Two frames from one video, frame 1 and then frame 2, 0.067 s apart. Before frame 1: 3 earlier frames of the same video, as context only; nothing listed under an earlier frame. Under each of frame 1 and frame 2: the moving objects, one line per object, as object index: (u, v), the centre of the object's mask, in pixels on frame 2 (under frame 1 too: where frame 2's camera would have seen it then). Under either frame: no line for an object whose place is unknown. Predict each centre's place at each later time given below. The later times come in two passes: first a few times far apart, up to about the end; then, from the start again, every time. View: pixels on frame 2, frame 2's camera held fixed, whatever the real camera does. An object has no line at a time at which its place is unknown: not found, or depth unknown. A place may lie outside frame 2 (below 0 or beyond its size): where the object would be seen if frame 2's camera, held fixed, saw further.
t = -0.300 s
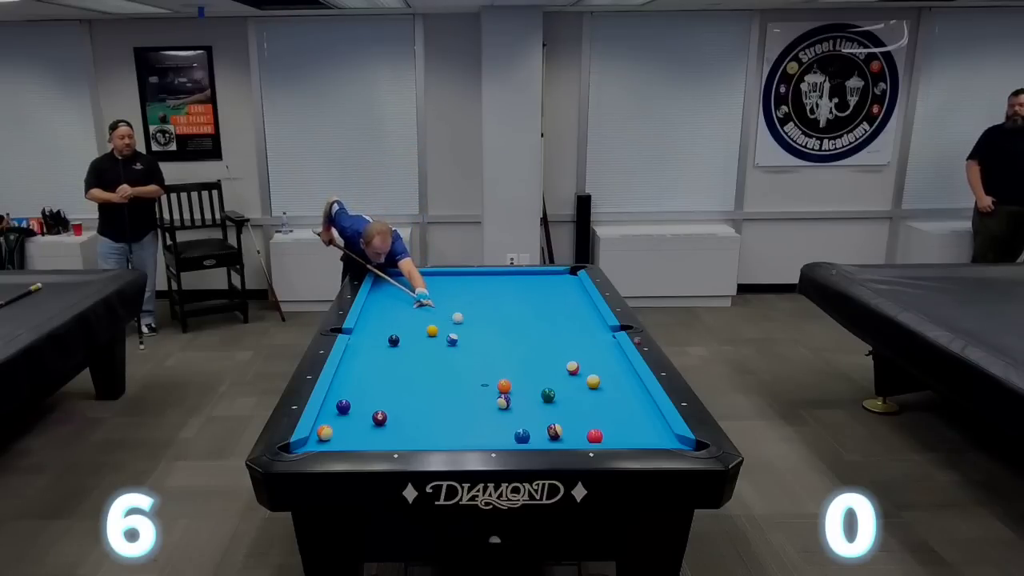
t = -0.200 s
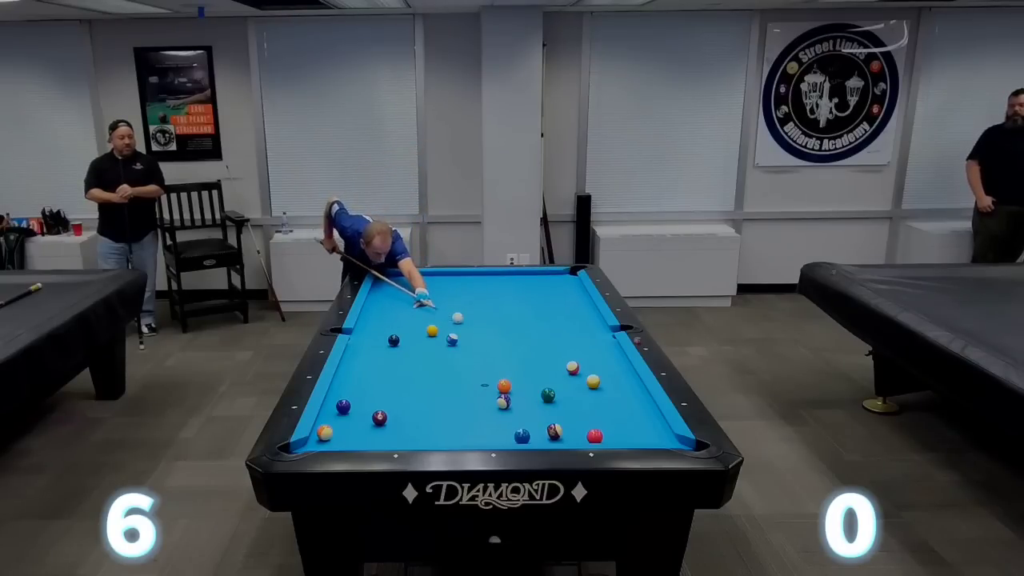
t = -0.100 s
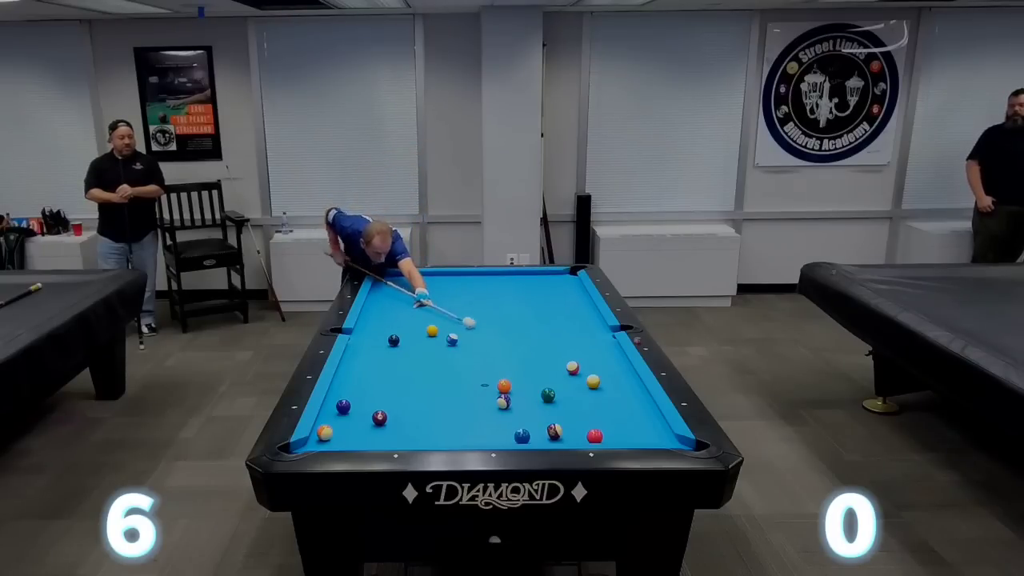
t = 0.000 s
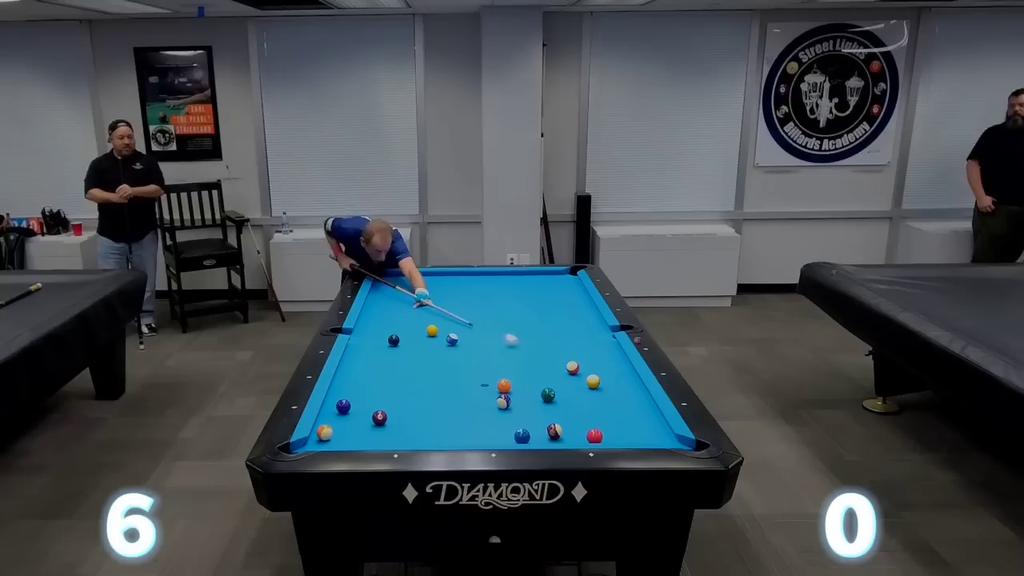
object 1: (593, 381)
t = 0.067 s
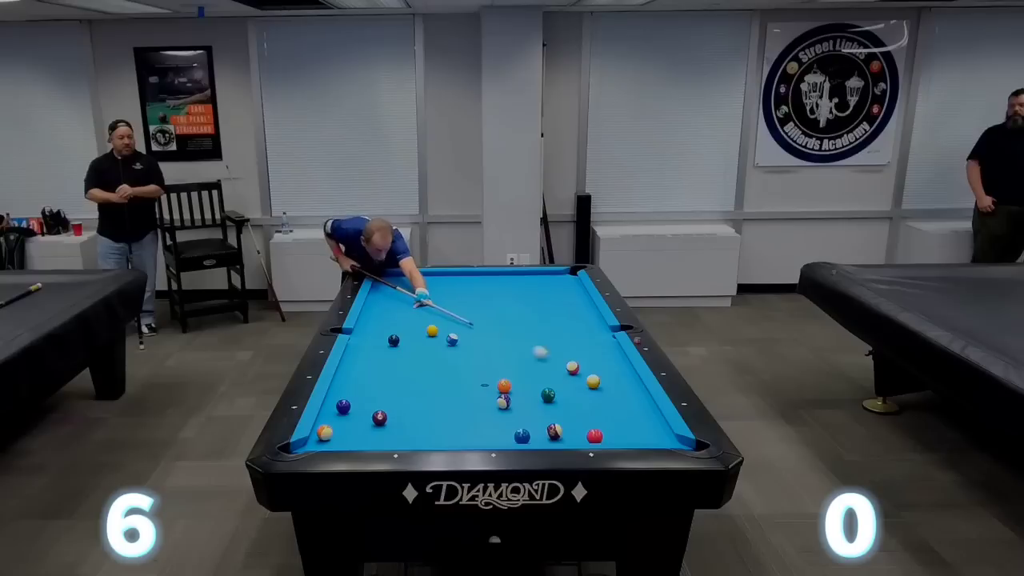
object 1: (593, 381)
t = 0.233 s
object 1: (610, 397)
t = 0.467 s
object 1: (674, 439)
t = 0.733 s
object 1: (667, 439)
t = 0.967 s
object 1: (668, 436)
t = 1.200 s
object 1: (661, 433)
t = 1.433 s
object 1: (656, 431)
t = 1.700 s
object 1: (652, 429)
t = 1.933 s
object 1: (648, 428)
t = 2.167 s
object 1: (646, 428)
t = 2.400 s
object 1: (646, 427)
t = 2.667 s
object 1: (646, 427)
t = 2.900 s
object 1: (646, 427)
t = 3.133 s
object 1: (646, 427)
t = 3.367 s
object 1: (646, 427)
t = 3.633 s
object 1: (646, 427)
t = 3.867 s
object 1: (646, 427)
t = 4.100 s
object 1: (646, 427)
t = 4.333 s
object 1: (646, 427)
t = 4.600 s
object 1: (646, 427)
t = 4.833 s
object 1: (646, 427)
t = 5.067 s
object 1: (646, 427)
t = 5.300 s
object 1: (646, 427)
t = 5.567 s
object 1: (646, 427)
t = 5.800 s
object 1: (646, 427)
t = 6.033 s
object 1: (646, 427)
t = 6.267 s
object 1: (646, 427)
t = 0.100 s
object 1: (593, 381)
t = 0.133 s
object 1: (593, 381)
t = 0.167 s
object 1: (594, 382)
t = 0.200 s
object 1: (602, 389)
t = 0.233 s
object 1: (610, 397)
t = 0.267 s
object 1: (618, 404)
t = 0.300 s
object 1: (627, 412)
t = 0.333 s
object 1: (635, 420)
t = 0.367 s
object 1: (644, 428)
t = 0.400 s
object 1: (653, 435)
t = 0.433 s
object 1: (662, 440)
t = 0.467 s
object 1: (674, 439)
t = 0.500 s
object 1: (675, 439)
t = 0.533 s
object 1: (671, 439)
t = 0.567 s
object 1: (668, 441)
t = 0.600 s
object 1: (666, 441)
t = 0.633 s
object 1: (667, 440)
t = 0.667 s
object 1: (666, 440)
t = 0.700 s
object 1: (667, 439)
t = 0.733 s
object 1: (667, 439)
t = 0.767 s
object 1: (667, 438)
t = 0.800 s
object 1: (668, 438)
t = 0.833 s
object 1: (668, 437)
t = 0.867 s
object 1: (668, 437)
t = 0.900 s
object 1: (668, 436)
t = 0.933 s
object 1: (668, 436)
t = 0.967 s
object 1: (668, 436)
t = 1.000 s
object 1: (667, 435)
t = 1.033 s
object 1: (666, 435)
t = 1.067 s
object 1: (665, 434)
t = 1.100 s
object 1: (664, 434)
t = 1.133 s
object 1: (663, 434)
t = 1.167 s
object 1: (662, 433)
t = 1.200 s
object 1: (661, 433)
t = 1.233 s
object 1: (660, 433)
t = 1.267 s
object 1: (660, 433)
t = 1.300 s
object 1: (659, 432)
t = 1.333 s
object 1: (658, 432)
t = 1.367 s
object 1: (658, 431)
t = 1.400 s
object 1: (657, 431)
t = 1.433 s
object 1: (656, 431)
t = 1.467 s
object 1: (656, 431)
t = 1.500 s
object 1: (655, 430)
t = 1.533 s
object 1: (654, 430)
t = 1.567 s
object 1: (654, 430)
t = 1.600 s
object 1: (653, 430)
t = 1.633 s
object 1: (652, 430)
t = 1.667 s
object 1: (652, 429)
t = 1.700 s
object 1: (652, 429)
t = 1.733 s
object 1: (651, 429)
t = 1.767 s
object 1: (650, 429)
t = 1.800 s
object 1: (650, 429)
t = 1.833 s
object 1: (649, 429)
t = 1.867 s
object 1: (649, 428)
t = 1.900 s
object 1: (649, 428)
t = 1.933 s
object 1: (648, 428)
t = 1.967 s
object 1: (648, 428)
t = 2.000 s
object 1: (648, 428)
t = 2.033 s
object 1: (647, 428)
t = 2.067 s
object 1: (647, 428)
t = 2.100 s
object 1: (647, 428)
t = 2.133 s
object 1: (647, 428)
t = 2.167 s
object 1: (646, 428)
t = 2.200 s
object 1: (646, 427)
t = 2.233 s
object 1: (646, 427)
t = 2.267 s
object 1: (646, 427)
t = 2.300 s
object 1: (646, 427)
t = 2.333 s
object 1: (646, 427)
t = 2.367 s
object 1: (645, 427)
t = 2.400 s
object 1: (646, 427)
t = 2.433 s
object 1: (646, 427)
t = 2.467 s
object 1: (646, 427)
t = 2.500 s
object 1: (645, 427)
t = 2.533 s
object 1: (645, 427)
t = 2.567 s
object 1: (645, 427)
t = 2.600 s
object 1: (646, 427)
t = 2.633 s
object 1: (646, 427)
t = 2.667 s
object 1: (646, 427)
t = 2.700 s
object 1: (646, 427)
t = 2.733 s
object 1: (646, 427)
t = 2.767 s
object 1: (646, 427)
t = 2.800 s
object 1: (646, 427)
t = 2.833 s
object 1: (646, 427)
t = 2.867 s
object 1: (646, 427)
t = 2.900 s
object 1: (646, 427)
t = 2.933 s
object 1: (646, 427)
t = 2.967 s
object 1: (646, 427)
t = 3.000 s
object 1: (646, 427)
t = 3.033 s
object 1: (646, 427)
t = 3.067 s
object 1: (646, 427)
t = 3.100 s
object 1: (646, 427)
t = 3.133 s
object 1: (646, 427)
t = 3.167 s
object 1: (646, 427)
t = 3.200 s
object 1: (646, 427)
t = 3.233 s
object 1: (646, 427)
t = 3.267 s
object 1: (646, 427)
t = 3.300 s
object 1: (646, 427)
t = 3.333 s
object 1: (646, 427)
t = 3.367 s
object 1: (646, 427)
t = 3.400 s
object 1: (646, 427)
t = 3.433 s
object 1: (646, 427)
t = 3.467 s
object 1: (646, 427)
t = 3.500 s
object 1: (646, 427)
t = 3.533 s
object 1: (646, 427)
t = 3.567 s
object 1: (646, 427)
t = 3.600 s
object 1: (646, 427)
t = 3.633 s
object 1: (646, 427)
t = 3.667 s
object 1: (646, 427)
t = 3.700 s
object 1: (646, 427)
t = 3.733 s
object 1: (646, 427)
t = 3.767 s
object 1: (645, 428)
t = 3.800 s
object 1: (645, 428)
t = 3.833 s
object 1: (646, 427)
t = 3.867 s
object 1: (646, 427)
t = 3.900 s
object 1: (646, 427)
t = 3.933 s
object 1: (646, 427)
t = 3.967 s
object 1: (646, 427)
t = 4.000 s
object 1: (646, 428)
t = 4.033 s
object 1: (646, 427)
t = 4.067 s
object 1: (645, 427)
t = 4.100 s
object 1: (646, 427)
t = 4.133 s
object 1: (646, 427)
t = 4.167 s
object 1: (646, 427)
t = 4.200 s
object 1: (646, 427)
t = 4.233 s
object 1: (646, 427)
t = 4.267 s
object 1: (646, 427)
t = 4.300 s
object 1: (646, 427)
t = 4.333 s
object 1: (646, 427)
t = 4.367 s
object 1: (646, 427)
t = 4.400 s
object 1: (646, 427)
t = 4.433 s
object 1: (646, 427)
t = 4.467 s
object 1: (646, 427)
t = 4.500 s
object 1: (646, 427)
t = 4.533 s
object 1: (646, 427)
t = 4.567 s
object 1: (646, 427)
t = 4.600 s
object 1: (646, 427)
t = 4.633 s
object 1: (646, 427)
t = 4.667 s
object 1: (646, 427)
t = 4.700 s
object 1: (646, 427)
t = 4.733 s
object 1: (646, 427)
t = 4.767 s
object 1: (646, 427)
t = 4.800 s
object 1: (646, 427)
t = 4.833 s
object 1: (646, 427)
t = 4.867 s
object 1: (646, 427)
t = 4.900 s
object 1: (646, 427)
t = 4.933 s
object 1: (646, 427)
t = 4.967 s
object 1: (646, 427)
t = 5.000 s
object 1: (646, 427)
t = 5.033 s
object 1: (646, 427)
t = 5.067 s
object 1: (646, 427)
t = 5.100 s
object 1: (646, 427)
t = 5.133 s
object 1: (646, 427)
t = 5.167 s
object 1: (646, 427)
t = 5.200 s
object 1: (646, 427)
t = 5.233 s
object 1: (646, 427)
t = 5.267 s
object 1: (646, 427)
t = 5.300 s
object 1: (646, 427)
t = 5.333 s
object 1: (646, 427)
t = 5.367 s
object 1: (646, 427)
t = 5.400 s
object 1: (646, 427)
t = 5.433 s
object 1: (646, 427)
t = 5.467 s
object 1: (646, 427)
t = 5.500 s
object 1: (646, 427)
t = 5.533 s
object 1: (646, 427)
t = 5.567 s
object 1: (646, 427)
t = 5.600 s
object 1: (646, 427)
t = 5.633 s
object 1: (646, 427)
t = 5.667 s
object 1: (646, 427)
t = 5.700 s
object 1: (646, 427)
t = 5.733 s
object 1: (646, 427)
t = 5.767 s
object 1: (646, 427)
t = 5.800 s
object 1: (646, 427)
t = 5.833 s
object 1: (646, 427)
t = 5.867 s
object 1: (646, 427)
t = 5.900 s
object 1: (646, 427)
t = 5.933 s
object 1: (646, 427)
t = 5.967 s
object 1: (646, 427)
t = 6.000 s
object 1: (646, 427)
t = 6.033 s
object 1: (646, 427)
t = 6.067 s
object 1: (646, 427)
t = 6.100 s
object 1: (646, 427)
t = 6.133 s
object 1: (646, 427)
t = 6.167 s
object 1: (646, 427)
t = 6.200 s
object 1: (646, 427)
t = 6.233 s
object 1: (646, 427)
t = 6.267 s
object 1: (646, 427)
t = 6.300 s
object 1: (646, 427)
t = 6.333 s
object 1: (646, 427)
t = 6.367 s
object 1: (646, 427)
